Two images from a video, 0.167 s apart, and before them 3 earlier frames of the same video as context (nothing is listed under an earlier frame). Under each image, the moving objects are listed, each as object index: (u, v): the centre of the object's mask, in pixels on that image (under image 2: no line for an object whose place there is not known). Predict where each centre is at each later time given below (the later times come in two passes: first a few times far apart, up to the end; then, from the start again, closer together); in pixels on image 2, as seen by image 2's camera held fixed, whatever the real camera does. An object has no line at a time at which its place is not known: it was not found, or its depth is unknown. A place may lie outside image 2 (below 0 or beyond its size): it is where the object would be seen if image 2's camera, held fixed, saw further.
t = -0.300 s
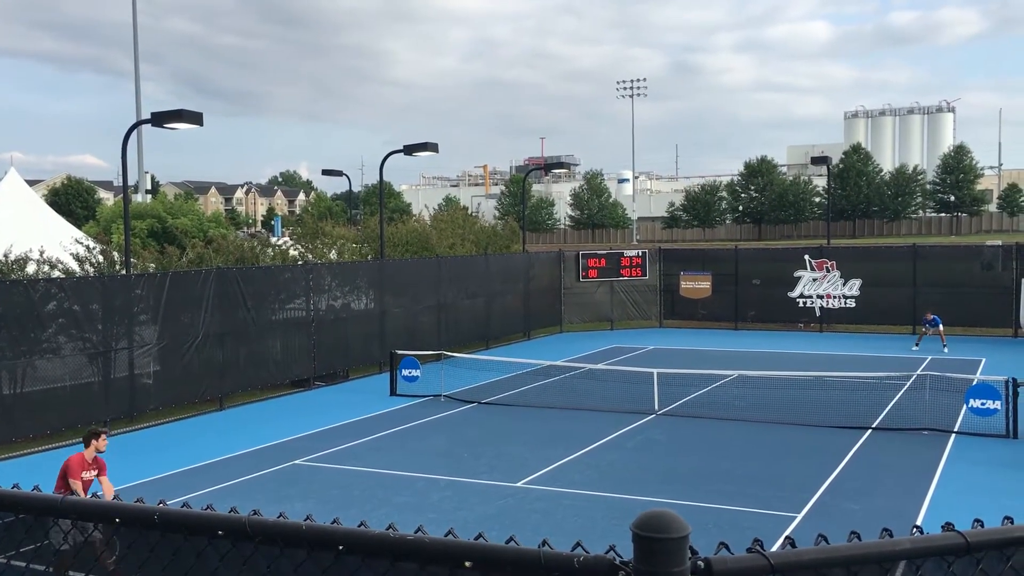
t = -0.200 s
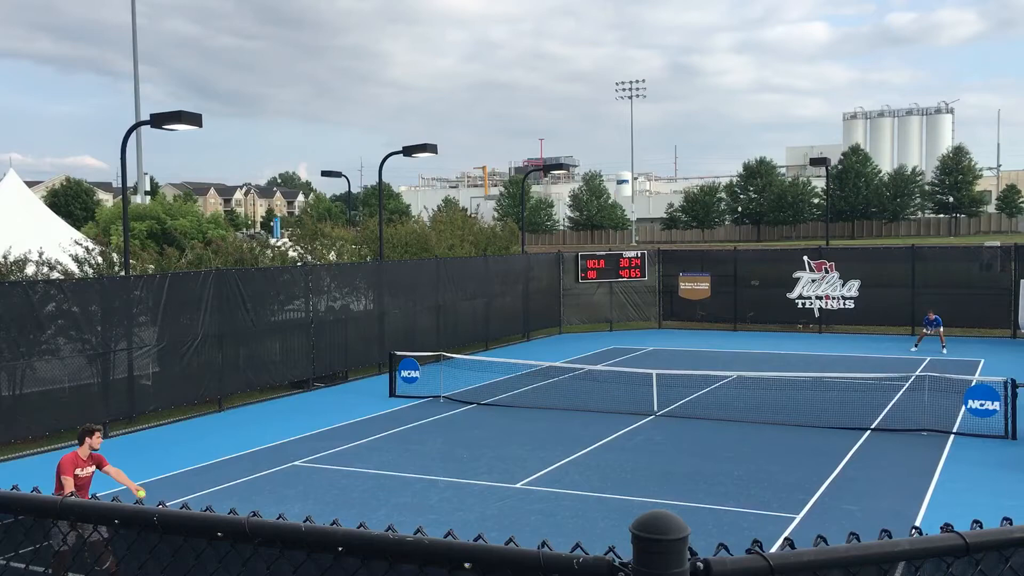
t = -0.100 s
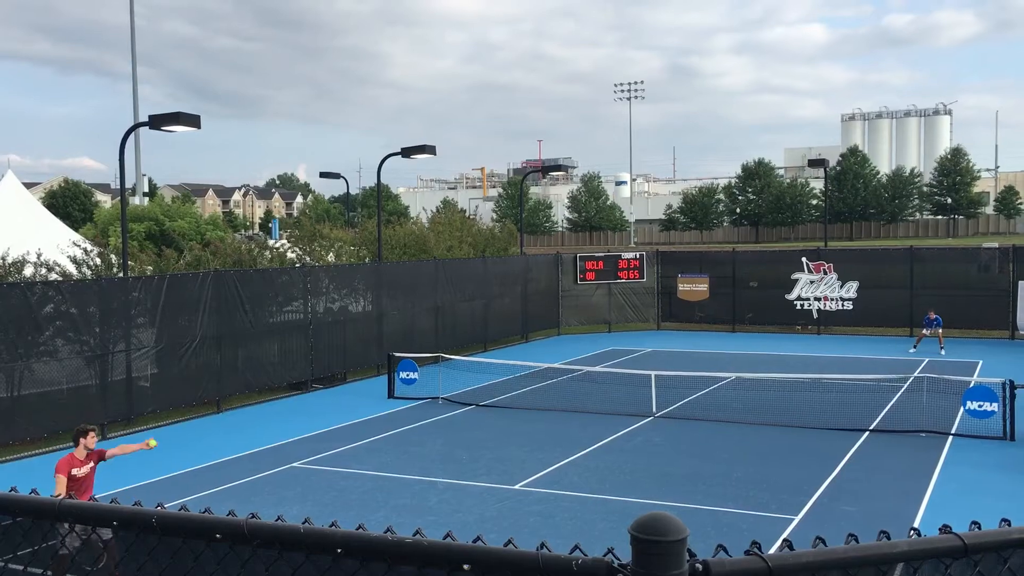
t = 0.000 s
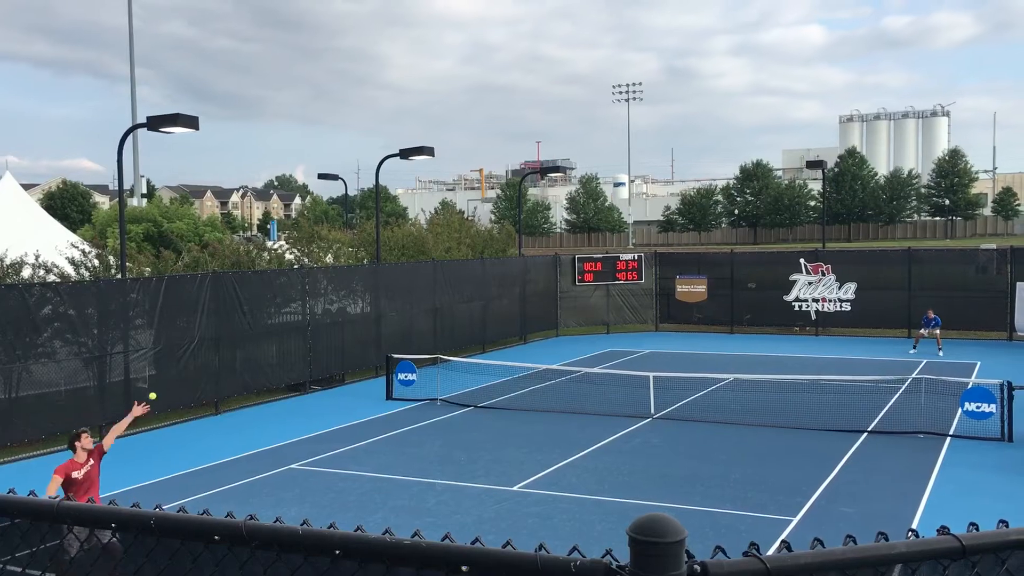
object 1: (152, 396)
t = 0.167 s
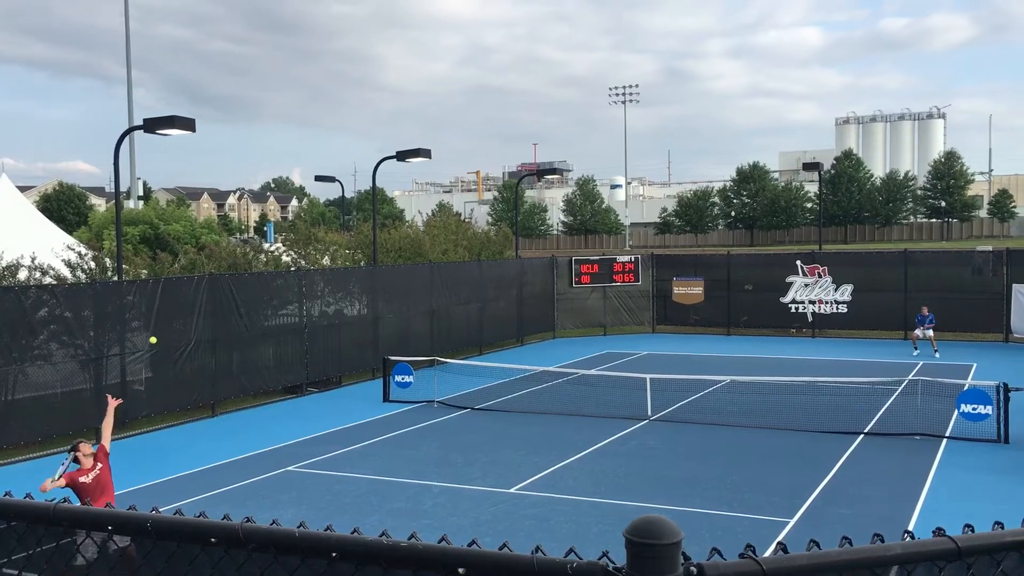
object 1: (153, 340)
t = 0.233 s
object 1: (154, 324)
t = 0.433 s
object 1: (160, 303)
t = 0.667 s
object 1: (168, 323)
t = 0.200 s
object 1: (153, 332)
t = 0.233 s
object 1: (154, 324)
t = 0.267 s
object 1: (155, 318)
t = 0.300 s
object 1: (156, 313)
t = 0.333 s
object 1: (157, 309)
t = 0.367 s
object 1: (158, 306)
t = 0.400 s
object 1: (159, 304)
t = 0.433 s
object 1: (160, 303)
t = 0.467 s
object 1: (161, 303)
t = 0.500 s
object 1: (163, 303)
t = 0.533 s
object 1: (163, 305)
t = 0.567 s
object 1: (165, 308)
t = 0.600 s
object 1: (166, 312)
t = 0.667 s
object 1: (168, 323)
